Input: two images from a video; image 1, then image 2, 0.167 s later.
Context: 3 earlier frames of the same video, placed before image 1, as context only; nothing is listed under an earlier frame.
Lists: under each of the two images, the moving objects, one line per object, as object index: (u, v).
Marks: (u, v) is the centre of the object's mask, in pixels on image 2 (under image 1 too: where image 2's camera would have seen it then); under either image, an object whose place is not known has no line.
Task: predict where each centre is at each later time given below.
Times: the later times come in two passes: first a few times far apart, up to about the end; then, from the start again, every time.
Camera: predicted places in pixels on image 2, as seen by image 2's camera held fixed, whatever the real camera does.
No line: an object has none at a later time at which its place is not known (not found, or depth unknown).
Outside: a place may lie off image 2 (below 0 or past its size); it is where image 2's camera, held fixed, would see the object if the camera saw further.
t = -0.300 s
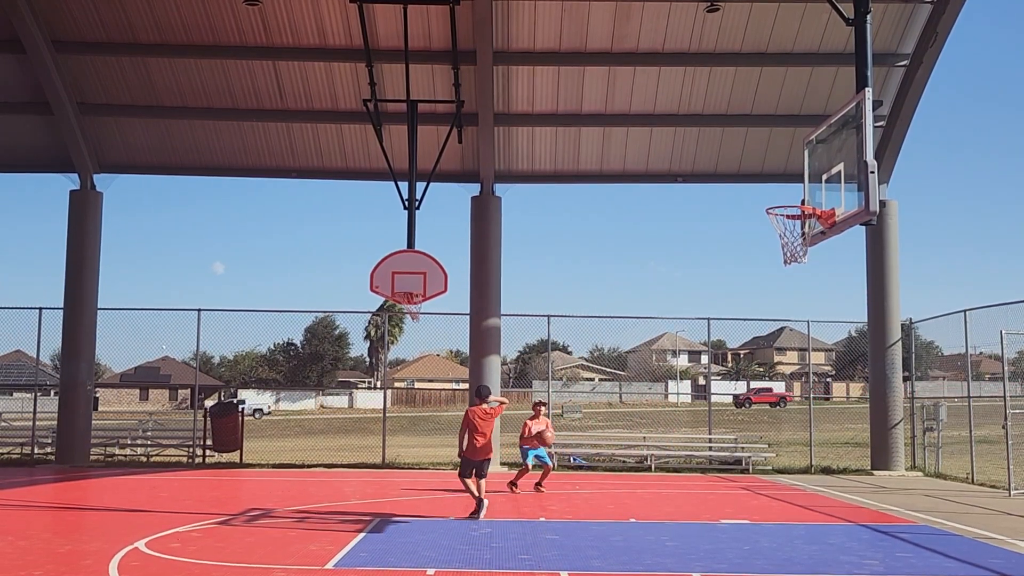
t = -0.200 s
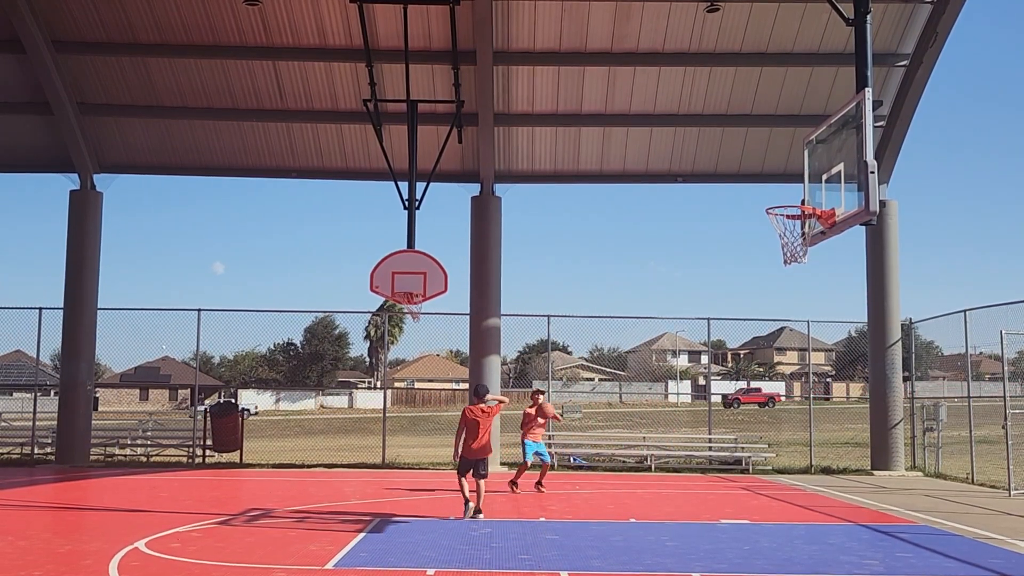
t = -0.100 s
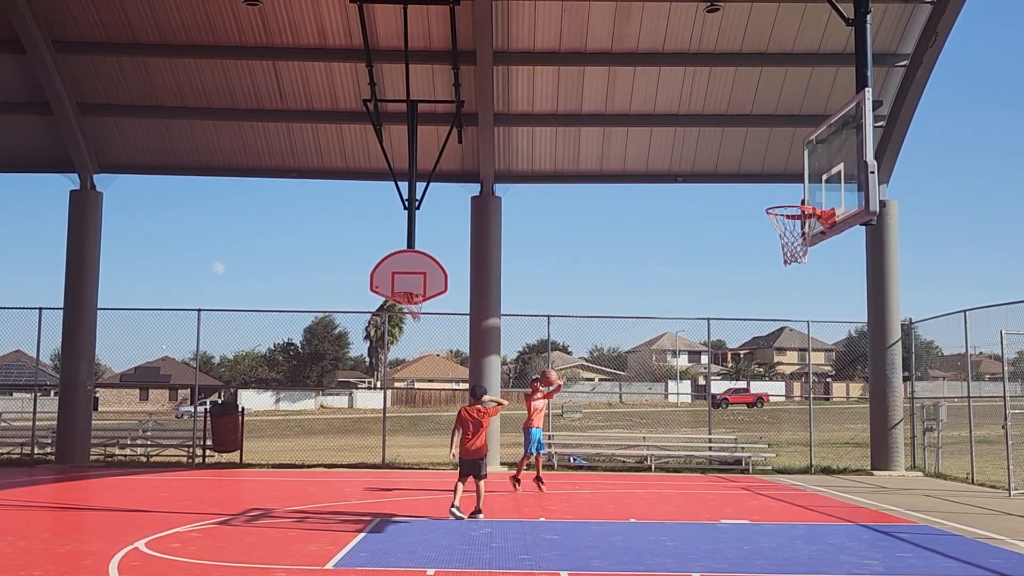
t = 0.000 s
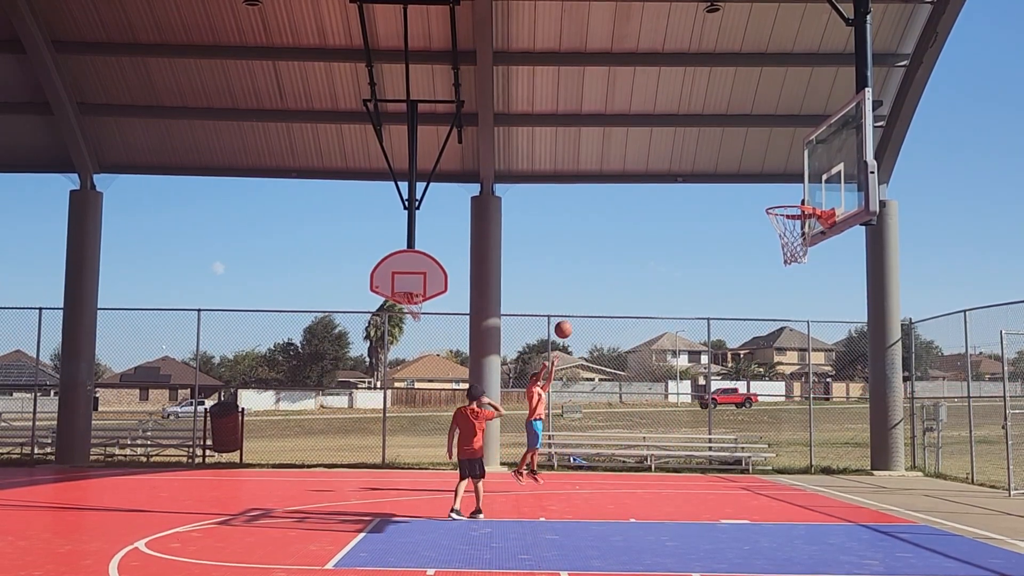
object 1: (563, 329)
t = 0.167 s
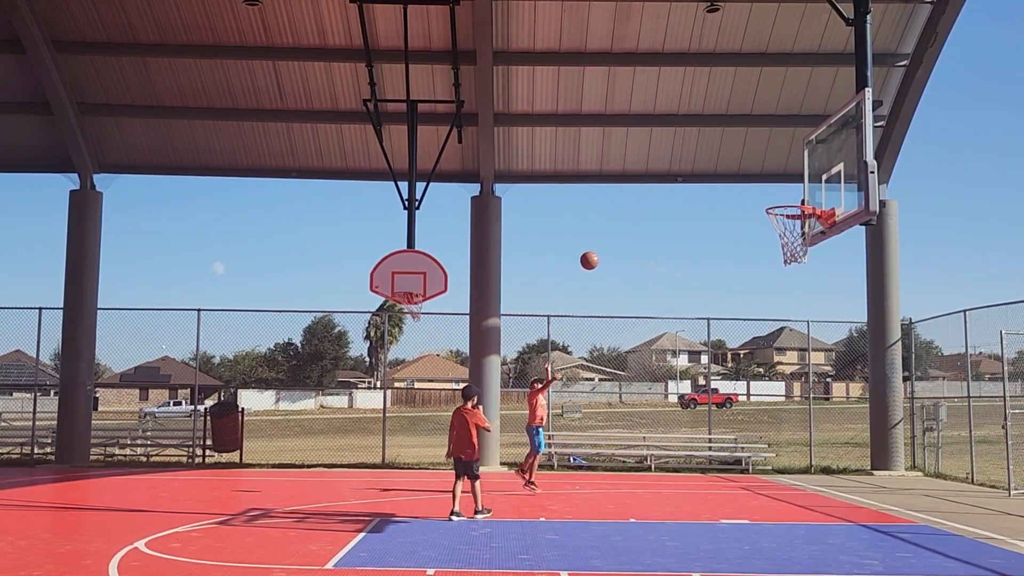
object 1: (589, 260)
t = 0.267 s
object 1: (606, 227)
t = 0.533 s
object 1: (657, 171)
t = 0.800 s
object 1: (717, 170)
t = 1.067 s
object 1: (791, 240)
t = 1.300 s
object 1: (871, 376)
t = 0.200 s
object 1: (595, 248)
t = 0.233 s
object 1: (601, 238)
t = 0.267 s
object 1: (606, 227)
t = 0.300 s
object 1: (612, 217)
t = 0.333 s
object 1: (618, 209)
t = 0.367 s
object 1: (625, 200)
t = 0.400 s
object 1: (631, 193)
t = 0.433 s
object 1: (637, 186)
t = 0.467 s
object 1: (644, 180)
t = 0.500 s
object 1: (651, 175)
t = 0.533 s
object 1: (657, 171)
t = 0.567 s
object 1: (664, 167)
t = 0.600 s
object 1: (671, 165)
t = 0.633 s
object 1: (679, 163)
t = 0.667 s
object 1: (686, 163)
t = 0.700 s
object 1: (694, 163)
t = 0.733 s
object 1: (701, 164)
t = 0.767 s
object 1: (709, 167)
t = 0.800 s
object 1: (717, 170)
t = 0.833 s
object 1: (726, 175)
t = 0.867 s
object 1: (735, 181)
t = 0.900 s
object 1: (743, 188)
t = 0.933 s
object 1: (753, 196)
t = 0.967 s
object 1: (762, 205)
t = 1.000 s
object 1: (768, 216)
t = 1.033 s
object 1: (781, 228)
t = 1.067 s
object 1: (791, 240)
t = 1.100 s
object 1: (803, 256)
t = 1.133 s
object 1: (813, 272)
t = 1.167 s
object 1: (823, 289)
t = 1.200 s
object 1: (835, 308)
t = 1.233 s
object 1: (846, 330)
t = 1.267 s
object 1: (859, 352)
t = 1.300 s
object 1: (871, 376)
